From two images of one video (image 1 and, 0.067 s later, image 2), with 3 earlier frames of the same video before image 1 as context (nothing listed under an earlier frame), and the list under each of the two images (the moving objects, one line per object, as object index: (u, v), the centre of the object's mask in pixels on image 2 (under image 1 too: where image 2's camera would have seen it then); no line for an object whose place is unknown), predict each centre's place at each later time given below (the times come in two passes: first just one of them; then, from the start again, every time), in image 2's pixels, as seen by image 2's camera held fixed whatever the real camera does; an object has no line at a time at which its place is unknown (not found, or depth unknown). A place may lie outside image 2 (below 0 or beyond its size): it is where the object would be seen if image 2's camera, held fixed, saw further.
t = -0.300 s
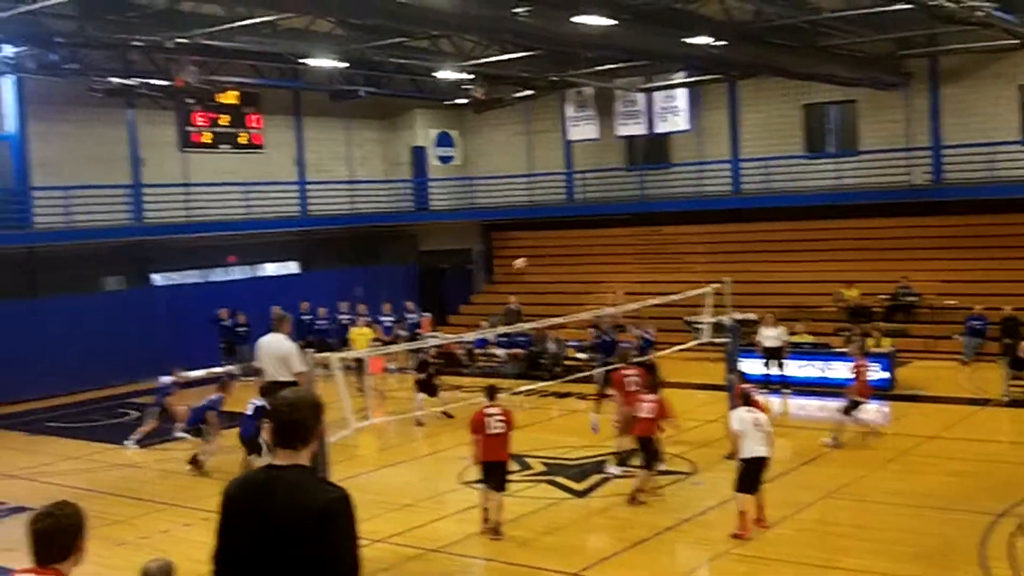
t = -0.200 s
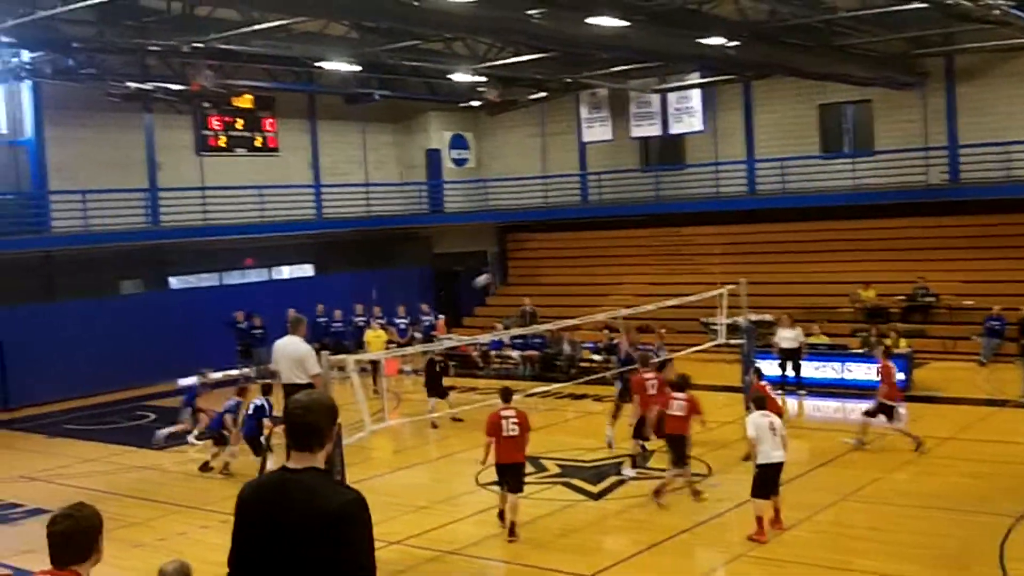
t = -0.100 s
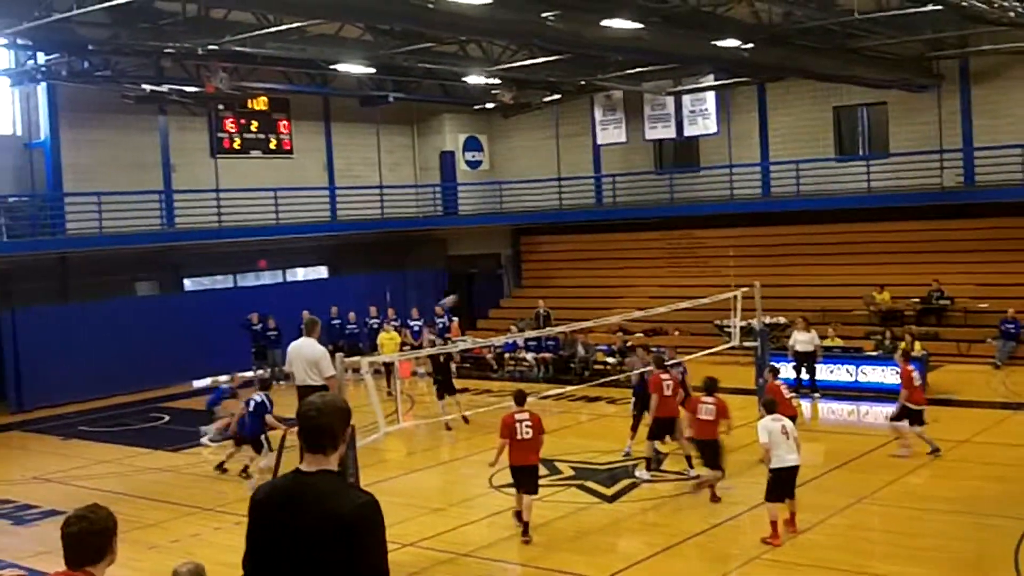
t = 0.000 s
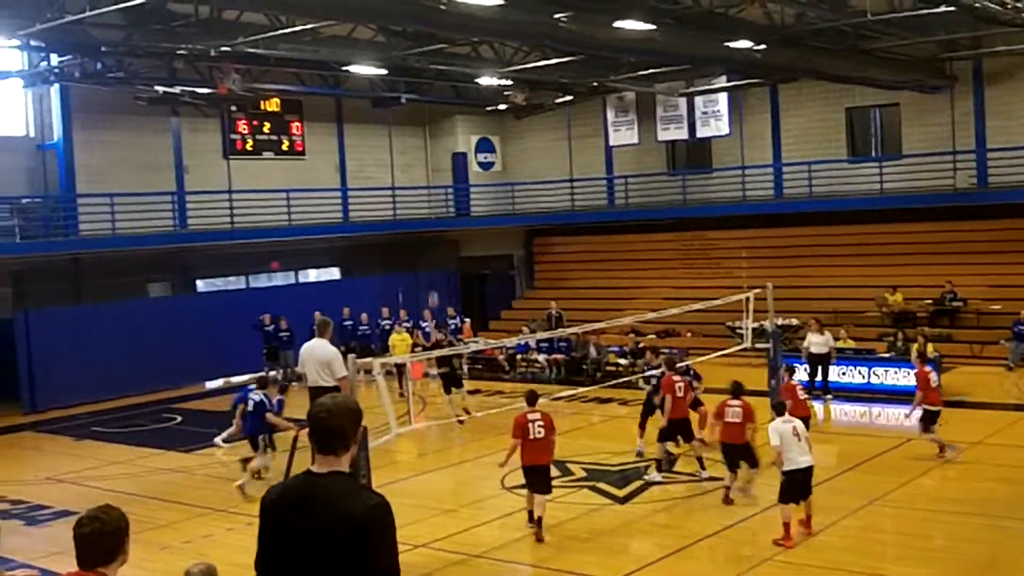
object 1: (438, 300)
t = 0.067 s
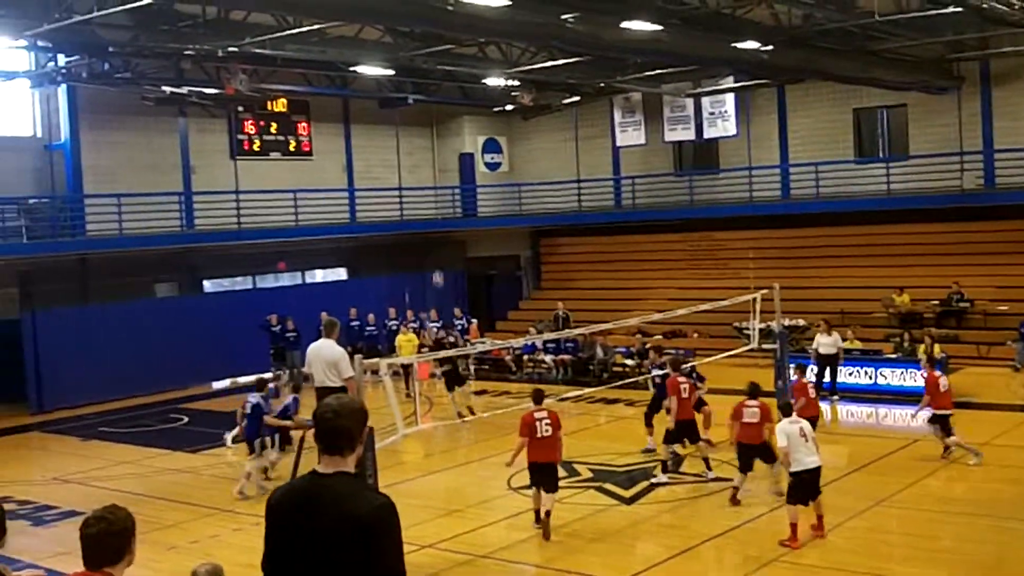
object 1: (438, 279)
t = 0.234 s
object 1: (437, 232)
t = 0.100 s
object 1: (438, 268)
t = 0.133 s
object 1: (438, 258)
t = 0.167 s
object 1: (437, 249)
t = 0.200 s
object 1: (437, 240)
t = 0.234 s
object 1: (437, 232)
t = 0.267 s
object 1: (437, 225)
